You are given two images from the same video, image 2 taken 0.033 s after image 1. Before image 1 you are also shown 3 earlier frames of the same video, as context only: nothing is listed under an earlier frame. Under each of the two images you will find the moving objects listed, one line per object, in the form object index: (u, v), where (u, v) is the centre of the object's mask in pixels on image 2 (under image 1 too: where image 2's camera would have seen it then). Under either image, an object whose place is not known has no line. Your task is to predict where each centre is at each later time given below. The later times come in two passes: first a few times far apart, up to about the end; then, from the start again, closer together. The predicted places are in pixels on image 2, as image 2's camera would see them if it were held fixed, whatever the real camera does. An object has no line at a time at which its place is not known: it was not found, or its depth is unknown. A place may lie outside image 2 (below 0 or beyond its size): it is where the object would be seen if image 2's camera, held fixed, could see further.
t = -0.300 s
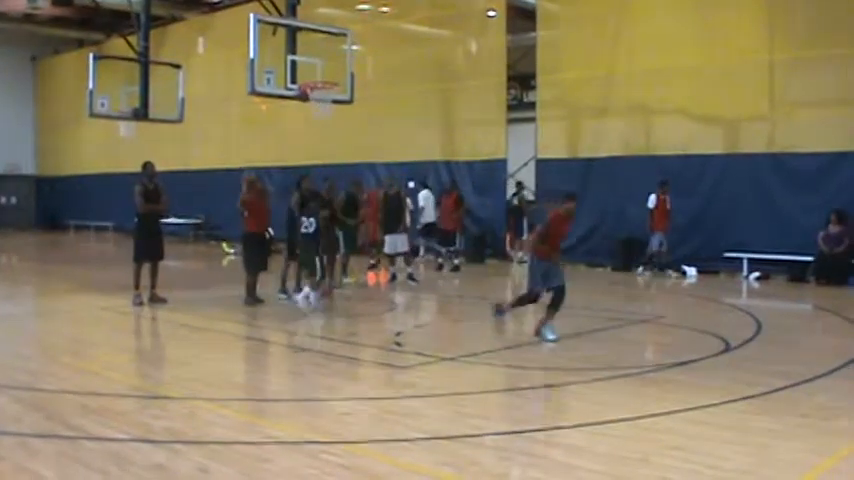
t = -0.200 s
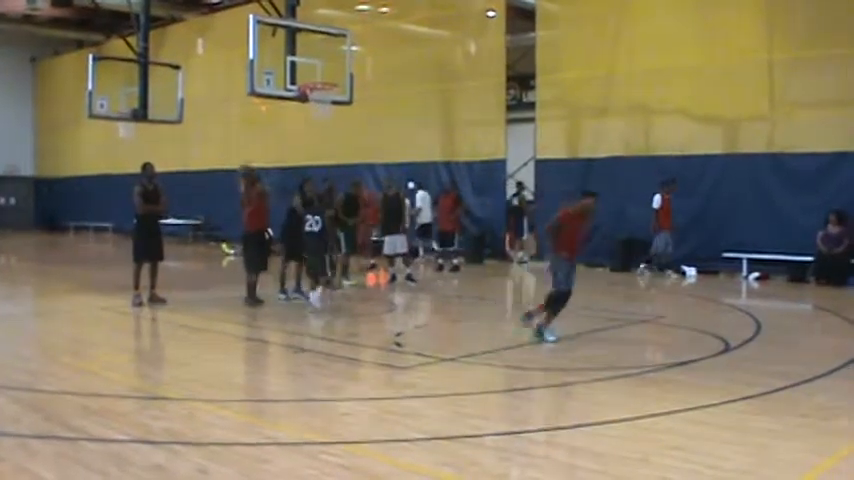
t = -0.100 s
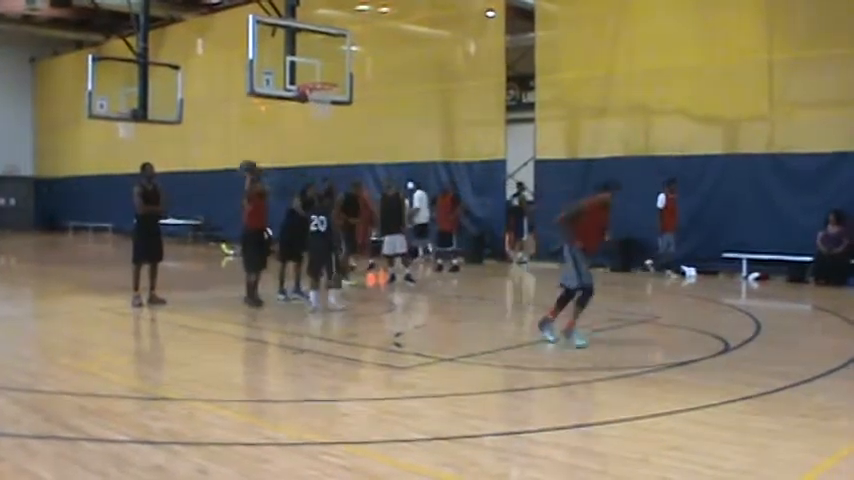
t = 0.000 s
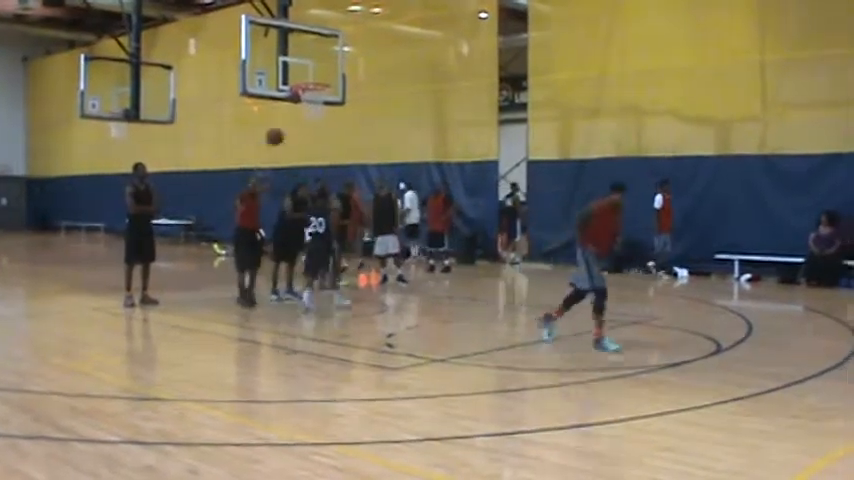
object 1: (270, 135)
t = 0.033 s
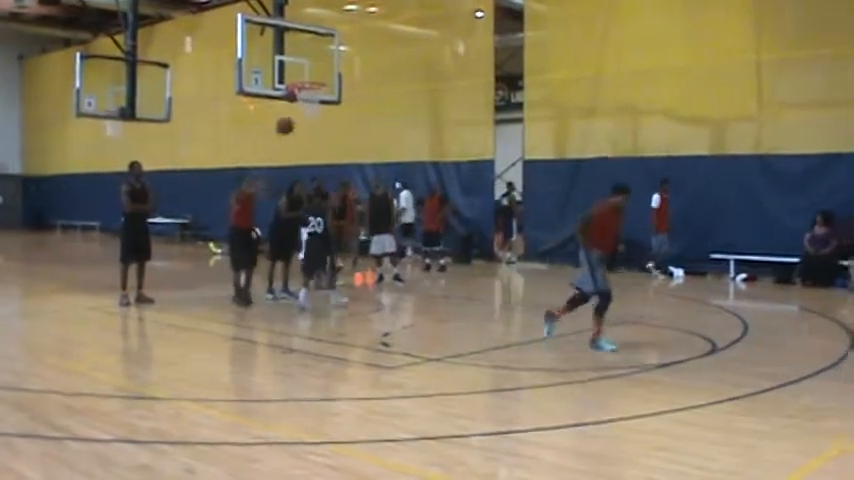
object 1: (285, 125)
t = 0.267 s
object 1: (401, 75)
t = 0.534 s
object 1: (569, 67)
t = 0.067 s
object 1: (300, 116)
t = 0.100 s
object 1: (316, 109)
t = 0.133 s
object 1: (330, 100)
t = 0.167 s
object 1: (349, 92)
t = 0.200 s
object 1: (364, 86)
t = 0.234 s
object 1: (382, 80)
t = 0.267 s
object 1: (401, 75)
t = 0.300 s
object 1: (419, 71)
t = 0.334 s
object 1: (439, 67)
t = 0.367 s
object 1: (459, 65)
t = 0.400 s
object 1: (479, 62)
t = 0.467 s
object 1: (526, 63)
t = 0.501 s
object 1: (546, 64)
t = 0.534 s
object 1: (569, 67)
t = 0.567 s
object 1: (594, 71)
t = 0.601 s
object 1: (618, 74)
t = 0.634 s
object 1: (644, 81)
